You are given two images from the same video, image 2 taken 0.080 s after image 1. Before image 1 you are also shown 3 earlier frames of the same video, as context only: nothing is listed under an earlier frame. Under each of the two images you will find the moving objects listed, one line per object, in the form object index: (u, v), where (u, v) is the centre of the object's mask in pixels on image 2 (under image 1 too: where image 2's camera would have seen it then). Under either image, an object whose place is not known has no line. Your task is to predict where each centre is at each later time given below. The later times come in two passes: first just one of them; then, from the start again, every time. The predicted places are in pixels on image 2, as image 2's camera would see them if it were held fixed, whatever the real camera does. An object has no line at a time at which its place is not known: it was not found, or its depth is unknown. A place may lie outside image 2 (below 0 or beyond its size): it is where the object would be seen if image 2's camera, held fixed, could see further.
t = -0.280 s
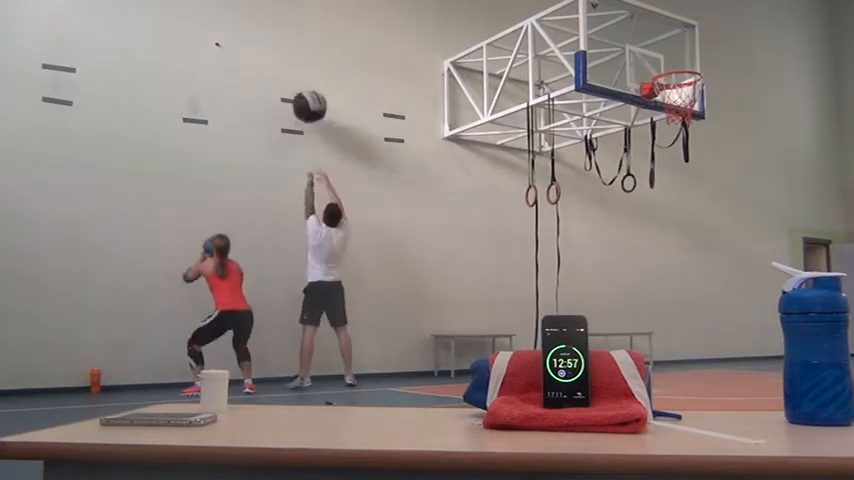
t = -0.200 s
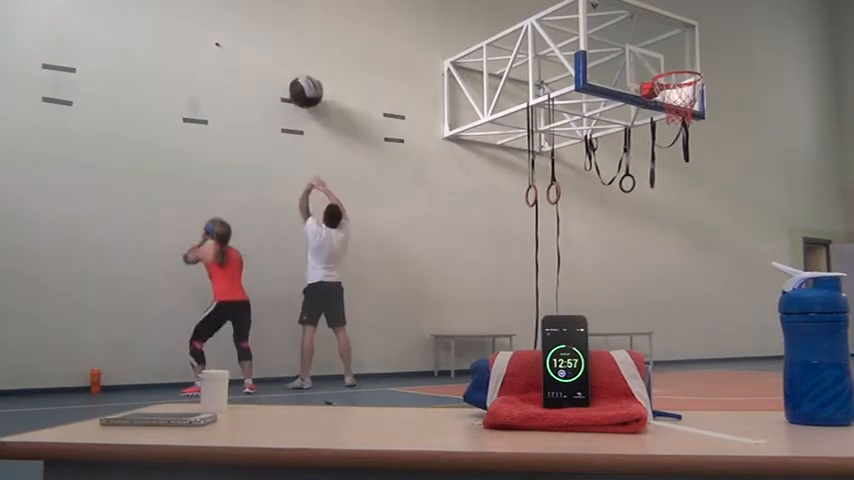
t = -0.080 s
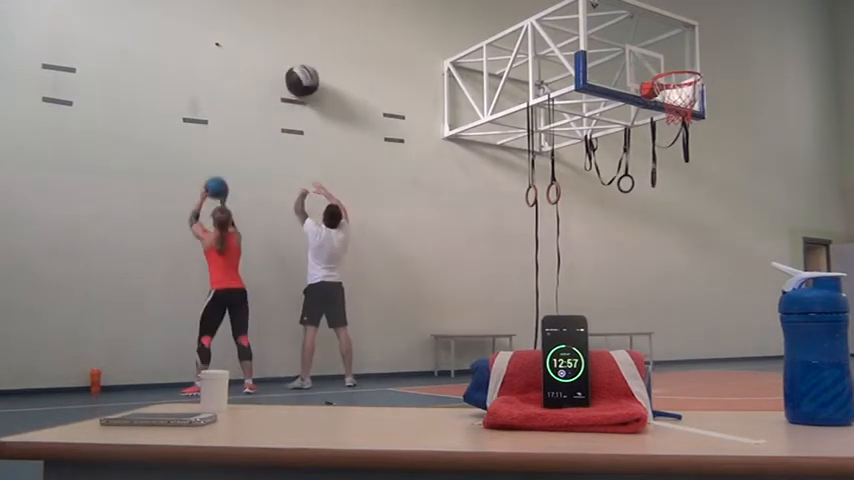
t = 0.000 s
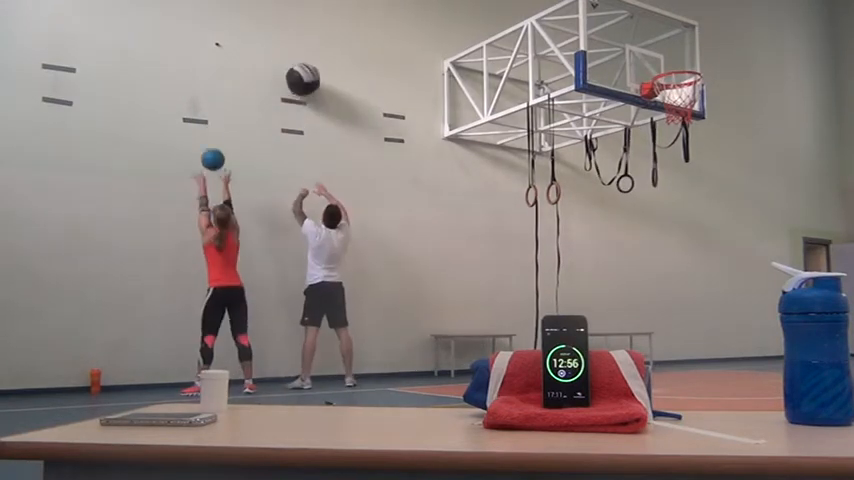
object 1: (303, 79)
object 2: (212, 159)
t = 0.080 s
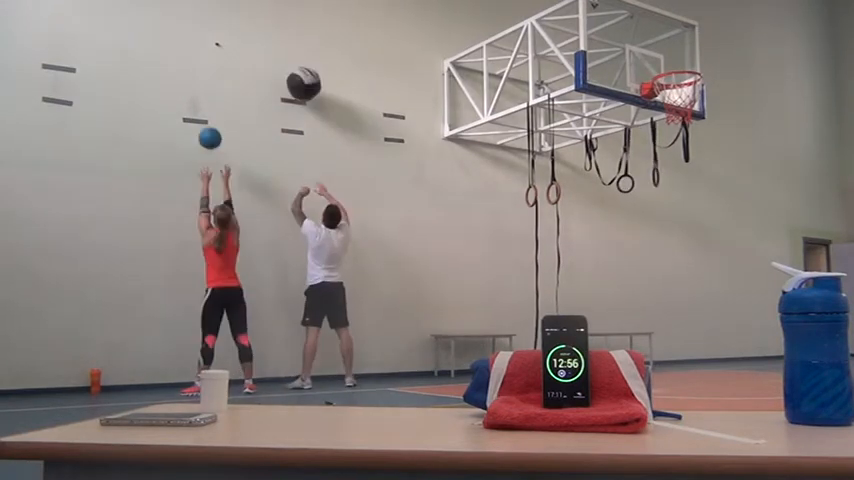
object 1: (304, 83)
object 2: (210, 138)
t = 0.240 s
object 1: (305, 110)
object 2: (203, 115)
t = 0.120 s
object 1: (304, 88)
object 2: (208, 130)
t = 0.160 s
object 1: (305, 93)
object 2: (207, 123)
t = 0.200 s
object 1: (305, 101)
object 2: (205, 118)
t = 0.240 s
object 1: (305, 110)
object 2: (203, 115)
